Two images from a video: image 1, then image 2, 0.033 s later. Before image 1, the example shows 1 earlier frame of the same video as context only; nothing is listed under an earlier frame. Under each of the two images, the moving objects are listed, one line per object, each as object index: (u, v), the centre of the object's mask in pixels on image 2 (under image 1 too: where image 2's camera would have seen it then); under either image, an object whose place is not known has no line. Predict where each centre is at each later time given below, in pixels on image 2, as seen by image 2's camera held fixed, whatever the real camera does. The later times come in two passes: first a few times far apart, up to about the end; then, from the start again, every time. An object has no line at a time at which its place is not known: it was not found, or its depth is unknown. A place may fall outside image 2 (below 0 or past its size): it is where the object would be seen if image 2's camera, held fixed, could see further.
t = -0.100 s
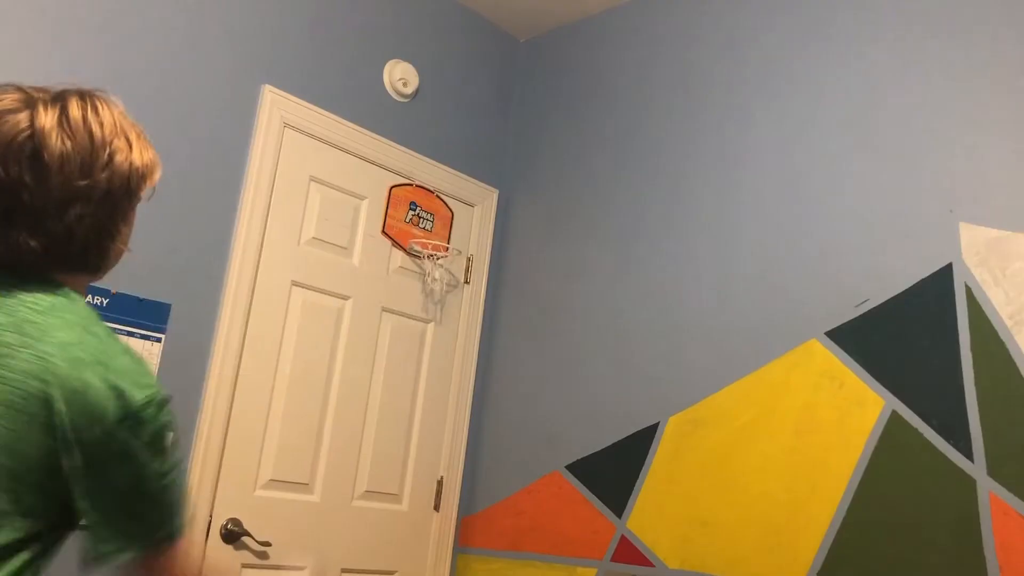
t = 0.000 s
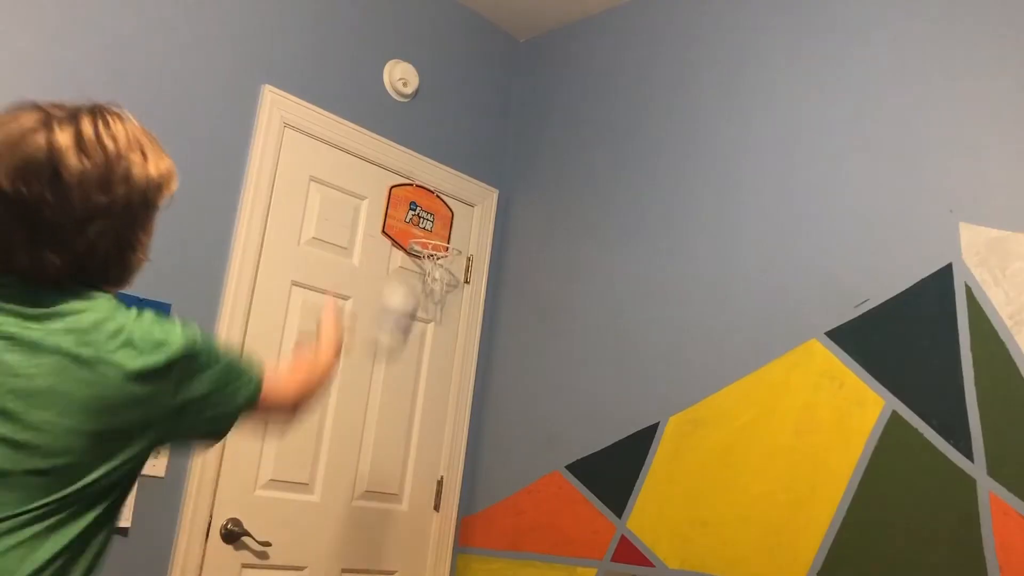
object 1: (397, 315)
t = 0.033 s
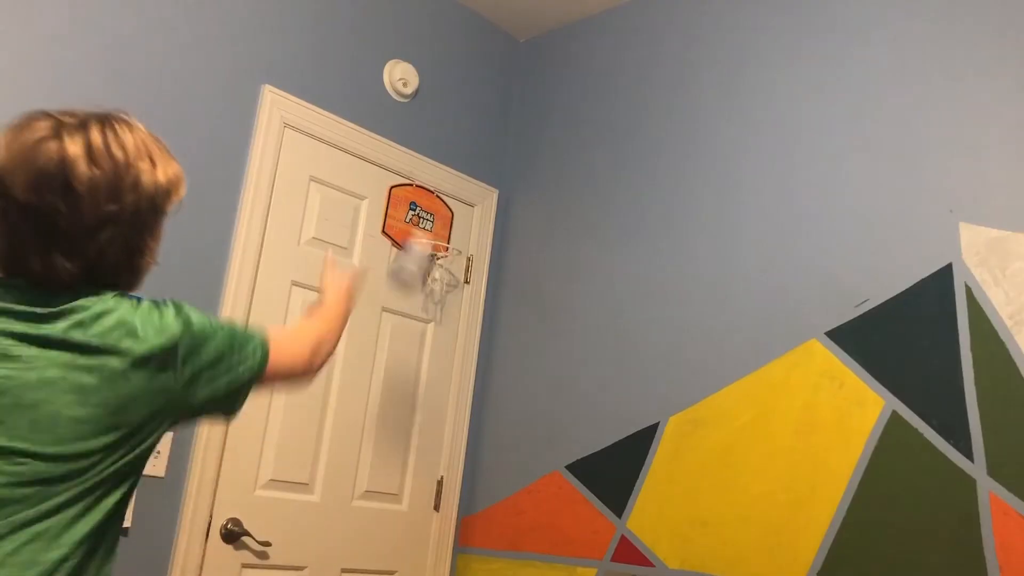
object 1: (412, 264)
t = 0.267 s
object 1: (537, 99)
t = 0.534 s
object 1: (570, 36)
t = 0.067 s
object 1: (432, 216)
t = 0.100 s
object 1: (449, 180)
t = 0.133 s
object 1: (460, 154)
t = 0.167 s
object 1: (469, 138)
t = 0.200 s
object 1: (479, 121)
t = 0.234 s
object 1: (508, 111)
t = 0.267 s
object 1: (537, 99)
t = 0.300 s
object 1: (545, 87)
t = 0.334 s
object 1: (550, 69)
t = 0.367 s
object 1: (553, 58)
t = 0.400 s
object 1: (557, 44)
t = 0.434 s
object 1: (559, 41)
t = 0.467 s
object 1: (564, 34)
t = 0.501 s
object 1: (566, 34)
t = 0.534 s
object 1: (570, 36)
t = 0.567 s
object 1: (573, 41)
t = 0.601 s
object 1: (574, 51)
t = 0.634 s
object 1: (576, 66)
